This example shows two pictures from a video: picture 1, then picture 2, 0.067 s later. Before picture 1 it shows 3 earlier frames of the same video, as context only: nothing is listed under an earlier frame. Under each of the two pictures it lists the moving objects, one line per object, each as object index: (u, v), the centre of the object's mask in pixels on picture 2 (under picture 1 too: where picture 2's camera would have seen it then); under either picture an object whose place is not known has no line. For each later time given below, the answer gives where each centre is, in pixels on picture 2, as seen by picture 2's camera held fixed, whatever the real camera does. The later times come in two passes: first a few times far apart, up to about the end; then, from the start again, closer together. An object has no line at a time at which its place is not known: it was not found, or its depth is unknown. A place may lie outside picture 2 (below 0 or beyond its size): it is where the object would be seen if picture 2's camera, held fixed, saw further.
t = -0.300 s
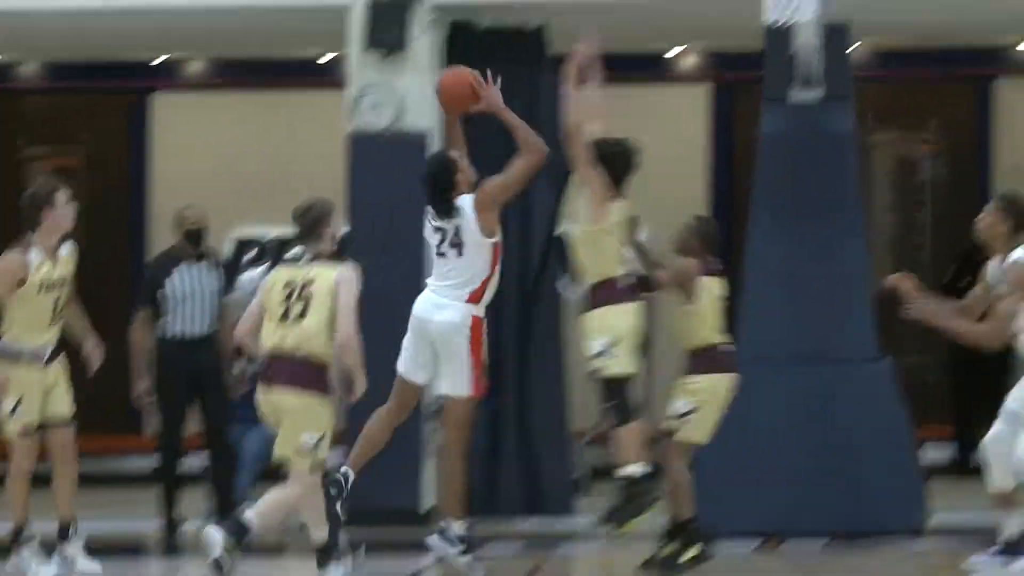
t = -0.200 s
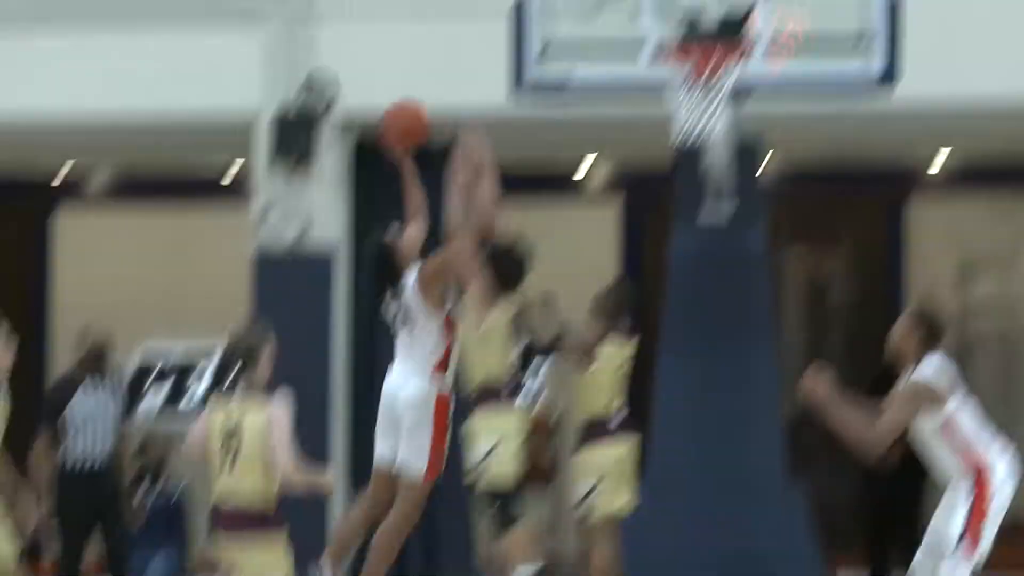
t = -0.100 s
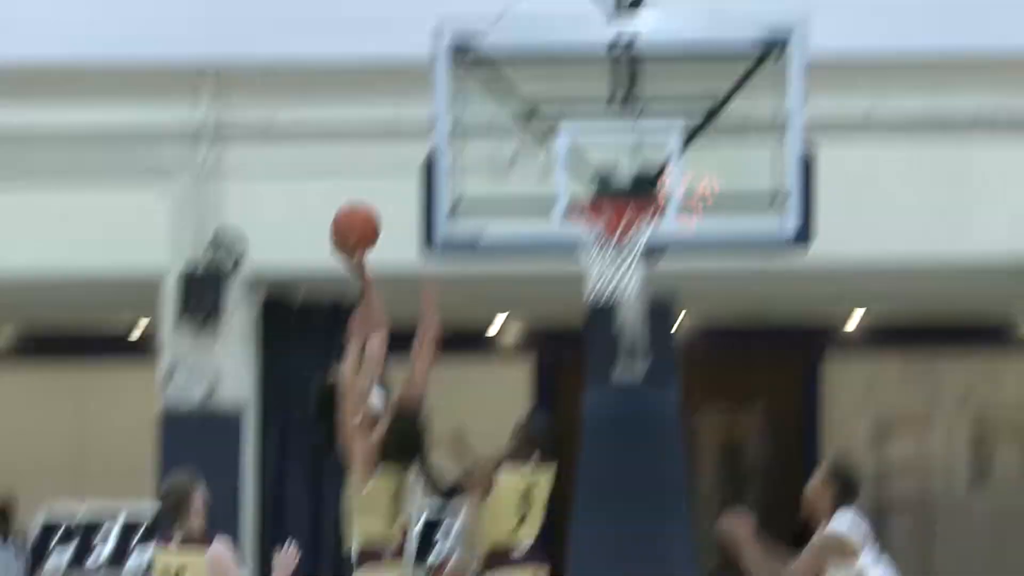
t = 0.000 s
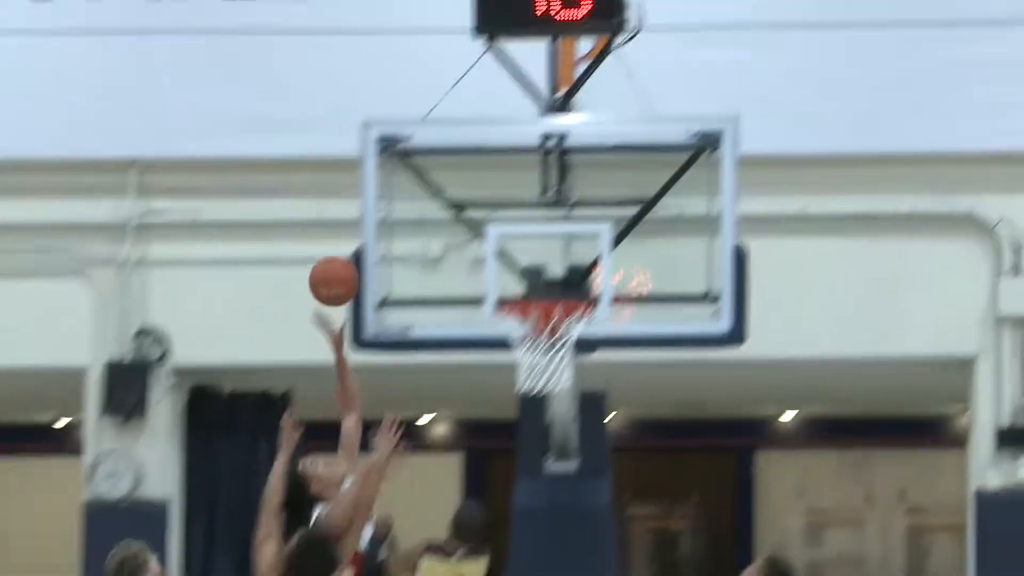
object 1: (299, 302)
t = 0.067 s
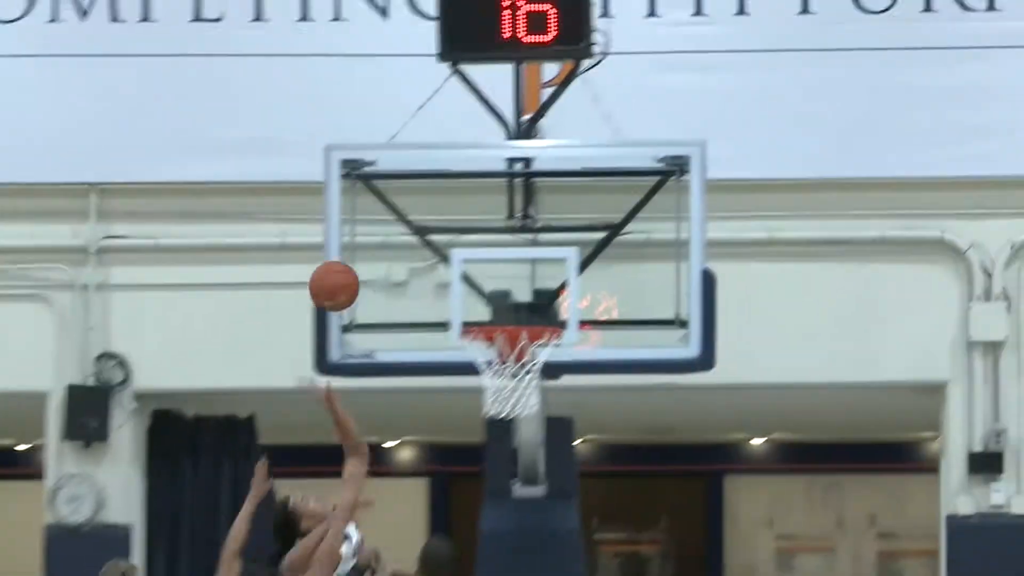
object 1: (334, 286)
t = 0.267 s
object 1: (438, 284)
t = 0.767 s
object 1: (501, 308)
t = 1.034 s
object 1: (513, 389)
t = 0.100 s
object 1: (352, 280)
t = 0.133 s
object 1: (370, 276)
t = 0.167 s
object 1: (387, 275)
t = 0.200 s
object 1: (405, 276)
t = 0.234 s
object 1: (422, 279)
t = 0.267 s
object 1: (438, 284)
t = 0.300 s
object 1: (448, 289)
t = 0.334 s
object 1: (456, 296)
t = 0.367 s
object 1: (466, 305)
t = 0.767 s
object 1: (501, 308)
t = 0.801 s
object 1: (503, 314)
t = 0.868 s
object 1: (507, 353)
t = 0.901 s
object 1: (509, 362)
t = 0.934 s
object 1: (510, 368)
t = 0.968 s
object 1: (511, 373)
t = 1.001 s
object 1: (513, 379)
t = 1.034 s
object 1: (513, 389)
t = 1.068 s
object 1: (515, 397)
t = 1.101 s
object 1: (515, 410)
